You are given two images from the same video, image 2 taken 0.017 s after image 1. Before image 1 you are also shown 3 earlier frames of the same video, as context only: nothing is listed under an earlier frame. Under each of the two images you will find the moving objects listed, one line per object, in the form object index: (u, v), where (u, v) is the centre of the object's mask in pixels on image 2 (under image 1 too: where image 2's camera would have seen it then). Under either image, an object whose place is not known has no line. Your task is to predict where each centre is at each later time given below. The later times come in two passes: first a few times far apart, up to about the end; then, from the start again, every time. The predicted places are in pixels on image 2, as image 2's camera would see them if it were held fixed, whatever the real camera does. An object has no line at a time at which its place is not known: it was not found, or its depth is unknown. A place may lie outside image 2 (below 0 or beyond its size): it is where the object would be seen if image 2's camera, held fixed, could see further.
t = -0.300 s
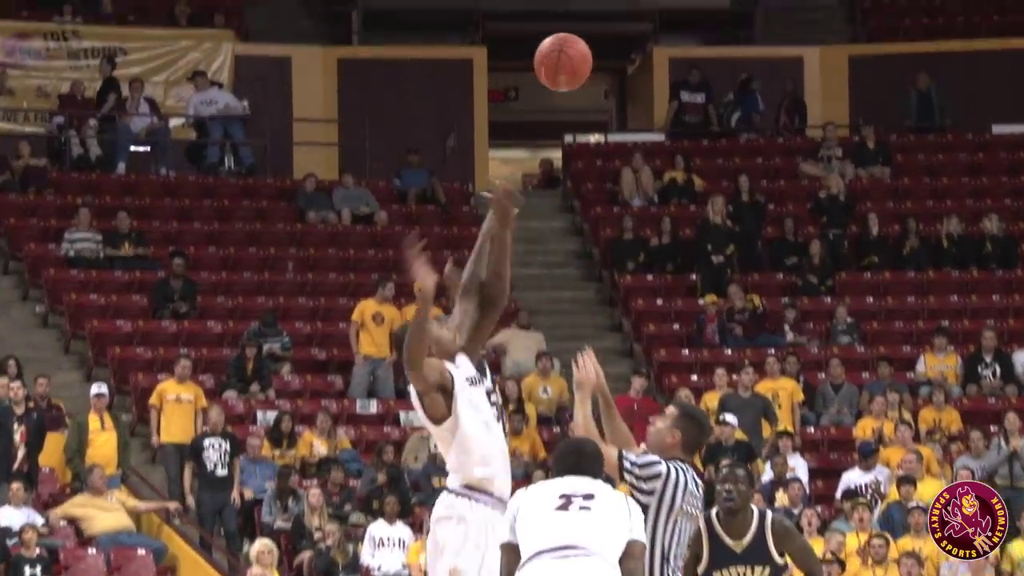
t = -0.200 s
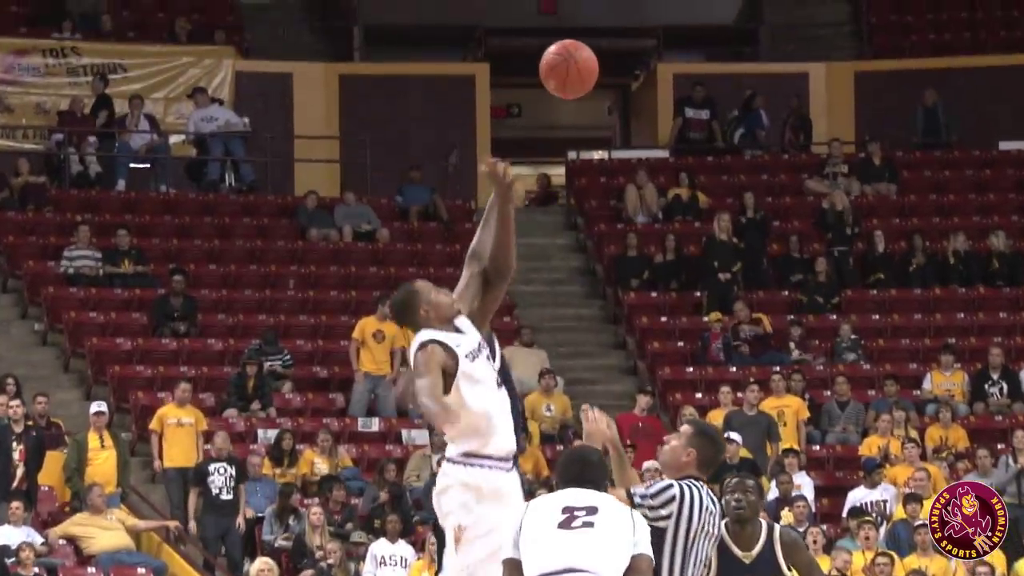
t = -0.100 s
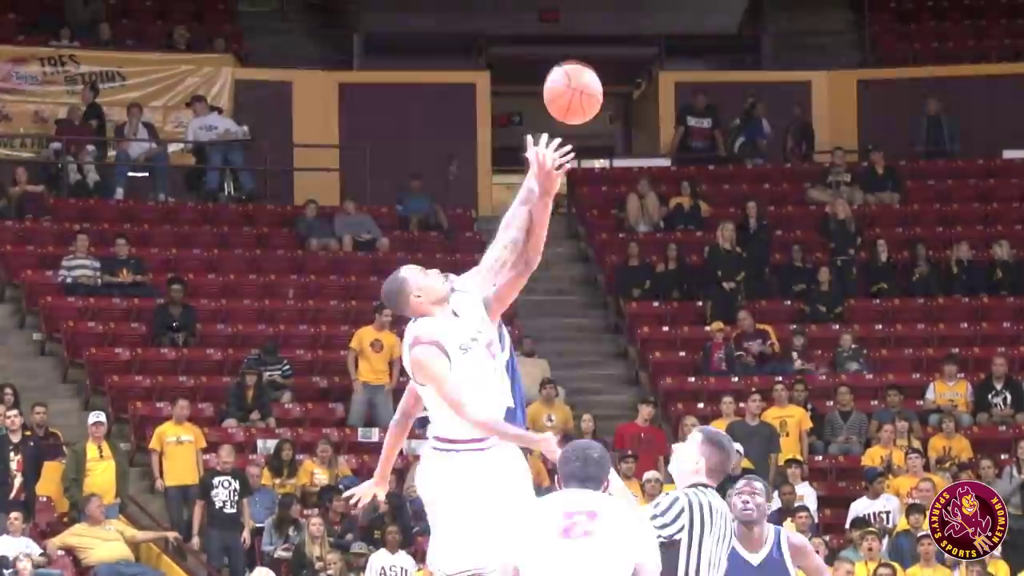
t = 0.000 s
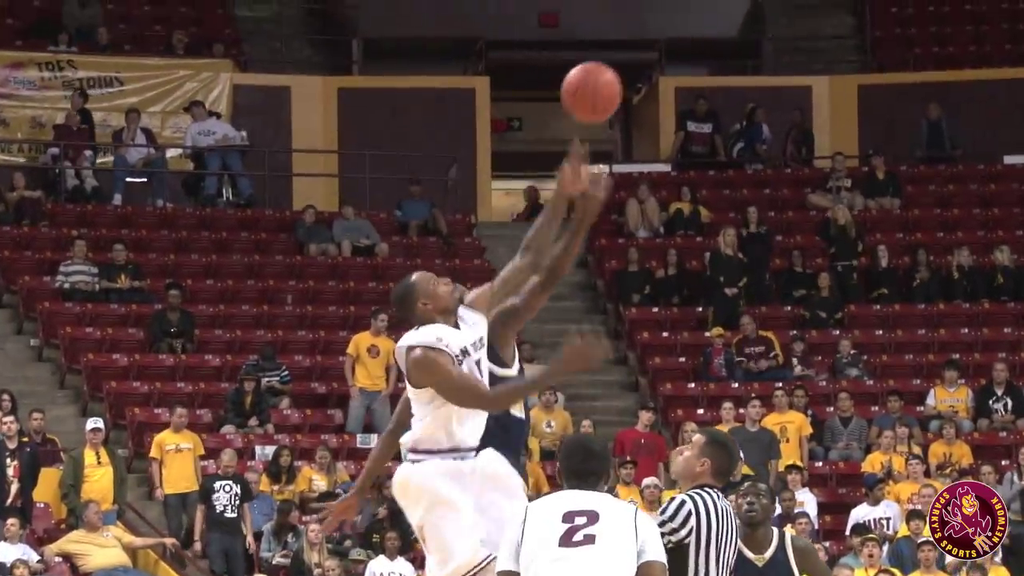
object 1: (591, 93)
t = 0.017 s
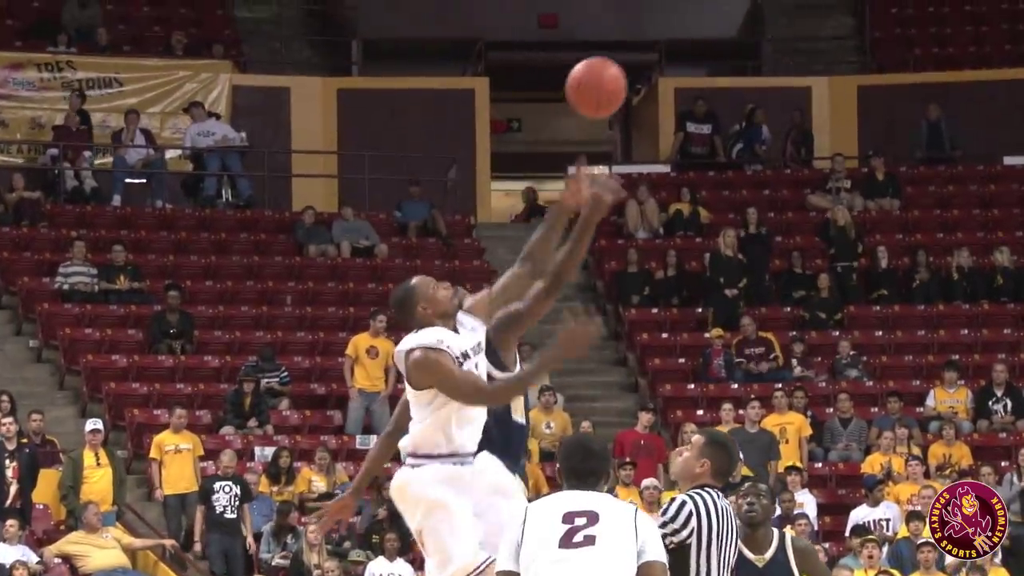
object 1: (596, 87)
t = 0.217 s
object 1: (667, 71)
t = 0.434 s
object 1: (755, 172)
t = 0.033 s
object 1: (604, 82)
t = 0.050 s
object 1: (609, 77)
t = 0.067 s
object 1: (614, 73)
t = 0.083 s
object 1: (621, 71)
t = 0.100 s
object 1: (626, 68)
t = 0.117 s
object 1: (632, 67)
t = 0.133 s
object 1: (637, 66)
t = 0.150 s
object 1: (643, 64)
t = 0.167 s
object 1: (649, 66)
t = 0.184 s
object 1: (655, 67)
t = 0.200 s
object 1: (660, 68)
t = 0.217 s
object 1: (667, 71)
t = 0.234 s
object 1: (673, 73)
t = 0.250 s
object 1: (680, 77)
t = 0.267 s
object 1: (686, 82)
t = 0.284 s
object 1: (692, 88)
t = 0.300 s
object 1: (699, 94)
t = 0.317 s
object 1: (706, 101)
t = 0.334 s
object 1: (712, 109)
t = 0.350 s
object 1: (718, 117)
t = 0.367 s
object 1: (726, 127)
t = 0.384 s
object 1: (732, 137)
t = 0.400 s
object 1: (740, 148)
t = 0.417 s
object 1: (748, 160)
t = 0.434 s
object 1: (755, 172)
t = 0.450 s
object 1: (762, 186)
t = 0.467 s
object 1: (770, 201)
